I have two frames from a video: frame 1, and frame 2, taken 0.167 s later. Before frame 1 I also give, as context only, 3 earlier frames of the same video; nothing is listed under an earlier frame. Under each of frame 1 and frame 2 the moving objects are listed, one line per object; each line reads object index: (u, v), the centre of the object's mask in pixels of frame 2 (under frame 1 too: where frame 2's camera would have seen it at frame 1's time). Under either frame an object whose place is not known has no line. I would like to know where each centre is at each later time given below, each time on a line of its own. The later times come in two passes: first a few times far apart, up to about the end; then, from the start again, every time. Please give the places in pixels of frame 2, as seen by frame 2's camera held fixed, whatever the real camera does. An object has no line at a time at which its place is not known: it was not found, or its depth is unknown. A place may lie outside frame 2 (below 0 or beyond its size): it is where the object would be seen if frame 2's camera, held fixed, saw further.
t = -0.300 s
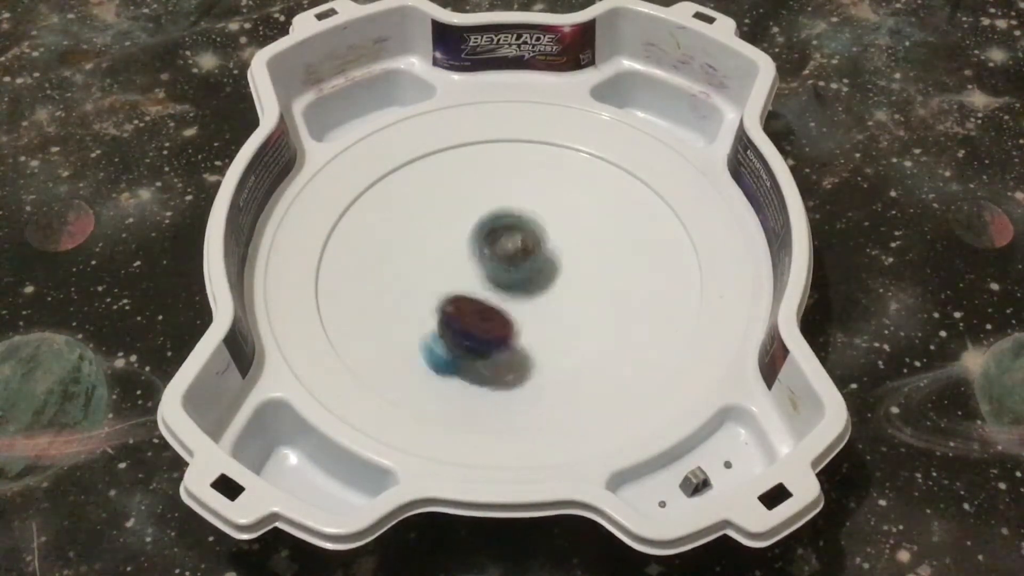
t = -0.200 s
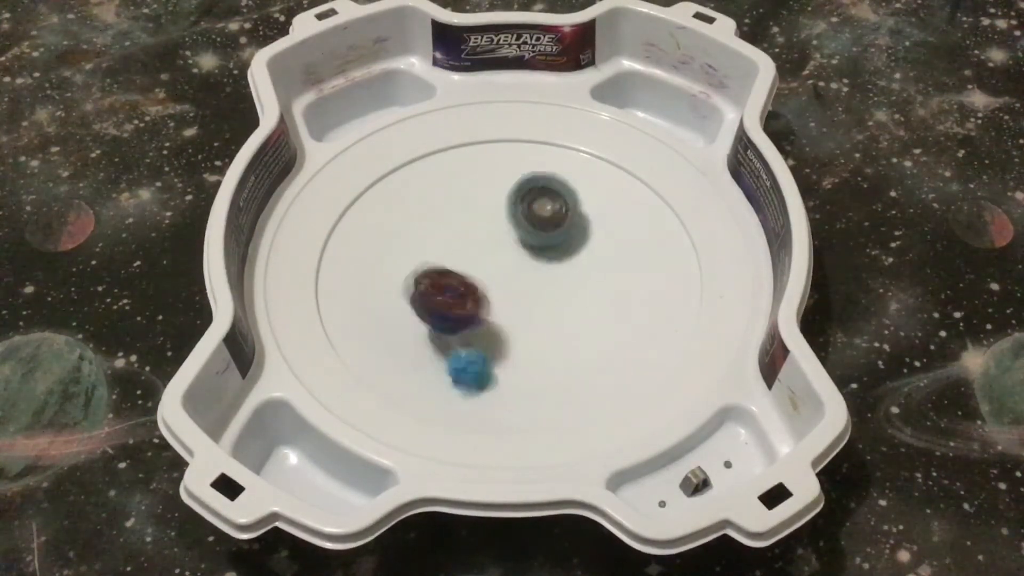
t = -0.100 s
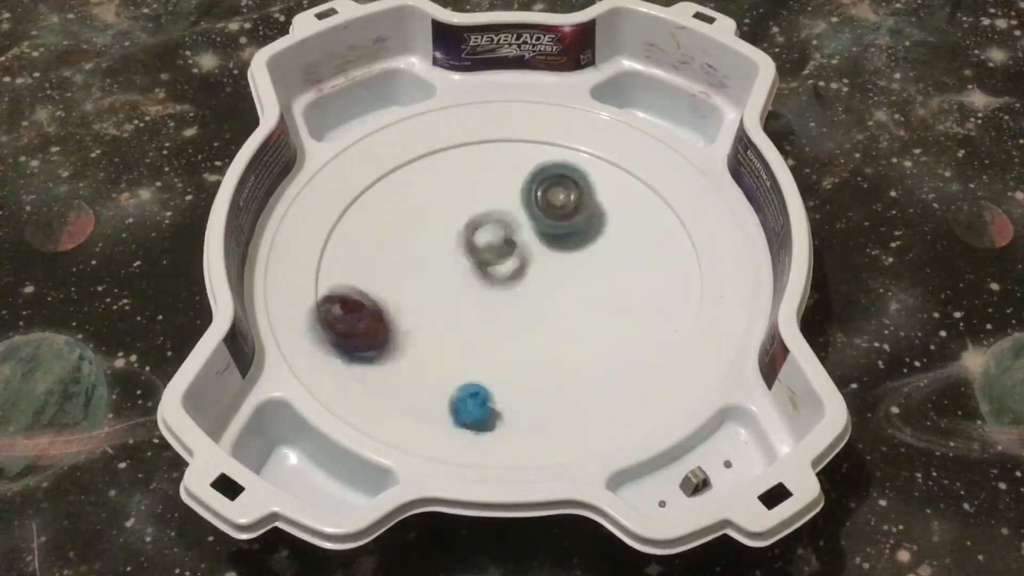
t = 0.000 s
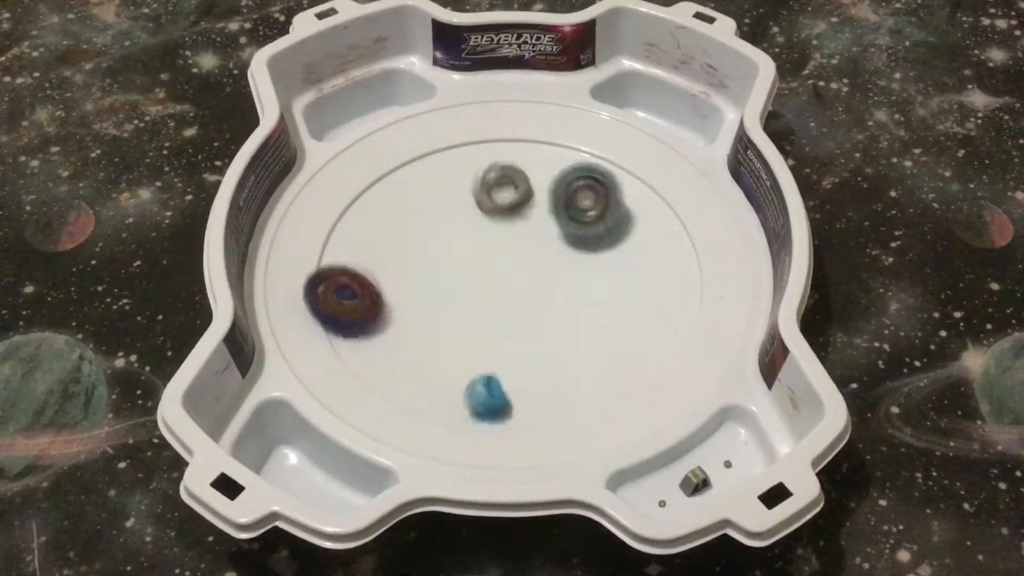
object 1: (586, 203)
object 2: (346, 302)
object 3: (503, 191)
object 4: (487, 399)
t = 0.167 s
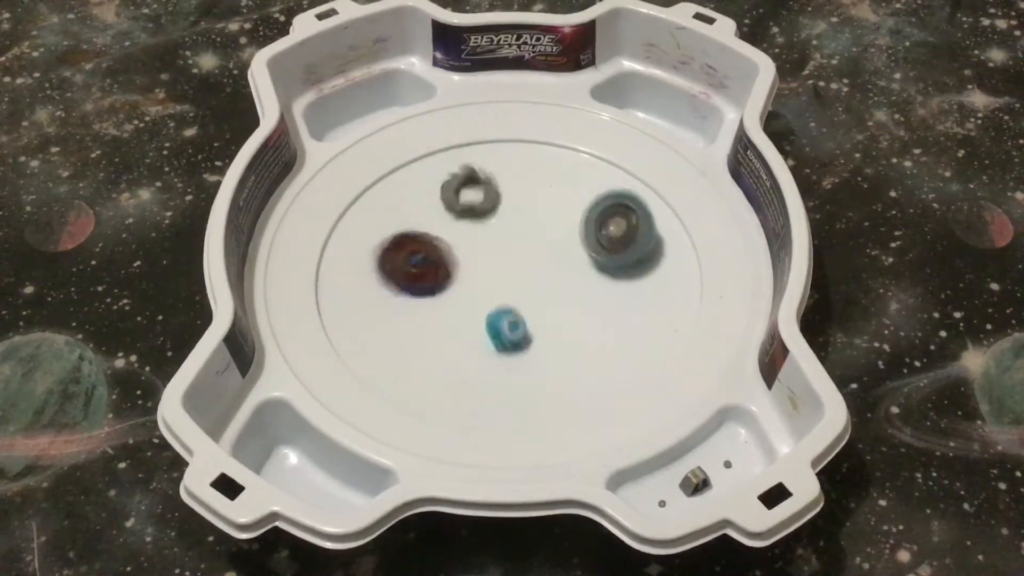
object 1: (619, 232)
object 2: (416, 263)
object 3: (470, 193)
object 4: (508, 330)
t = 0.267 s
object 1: (620, 252)
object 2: (416, 272)
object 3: (512, 219)
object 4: (510, 293)
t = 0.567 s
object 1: (545, 330)
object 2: (418, 293)
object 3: (550, 241)
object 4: (517, 270)
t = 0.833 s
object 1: (445, 339)
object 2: (417, 290)
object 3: (551, 241)
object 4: (517, 269)
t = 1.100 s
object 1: (424, 295)
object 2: (451, 255)
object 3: (550, 241)
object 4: (517, 269)
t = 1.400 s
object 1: (470, 270)
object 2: (493, 226)
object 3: (553, 241)
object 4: (523, 271)
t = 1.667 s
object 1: (523, 284)
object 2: (484, 234)
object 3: (556, 233)
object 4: (586, 296)
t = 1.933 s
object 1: (523, 299)
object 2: (486, 237)
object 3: (552, 242)
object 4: (585, 300)
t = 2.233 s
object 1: (524, 266)
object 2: (478, 232)
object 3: (561, 235)
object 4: (585, 300)
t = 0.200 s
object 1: (622, 241)
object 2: (434, 259)
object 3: (470, 209)
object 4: (508, 315)
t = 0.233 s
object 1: (621, 247)
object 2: (425, 265)
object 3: (491, 214)
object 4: (509, 303)
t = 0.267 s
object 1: (620, 252)
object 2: (416, 272)
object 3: (512, 219)
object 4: (510, 293)
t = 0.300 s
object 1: (618, 261)
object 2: (413, 279)
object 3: (528, 225)
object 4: (511, 285)
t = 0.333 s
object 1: (615, 269)
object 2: (414, 286)
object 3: (539, 231)
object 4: (511, 280)
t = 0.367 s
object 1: (609, 278)
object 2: (416, 291)
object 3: (546, 236)
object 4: (511, 276)
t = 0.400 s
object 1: (603, 287)
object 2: (418, 293)
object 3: (549, 240)
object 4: (512, 272)
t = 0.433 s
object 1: (594, 298)
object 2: (418, 293)
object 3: (550, 241)
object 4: (515, 270)
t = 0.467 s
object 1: (584, 307)
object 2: (418, 293)
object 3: (550, 241)
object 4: (517, 269)
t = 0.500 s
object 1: (572, 315)
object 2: (418, 293)
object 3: (551, 241)
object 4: (518, 269)
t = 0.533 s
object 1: (559, 324)
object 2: (418, 293)
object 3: (550, 241)
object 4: (517, 269)
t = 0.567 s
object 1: (545, 330)
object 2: (418, 293)
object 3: (550, 241)
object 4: (517, 270)
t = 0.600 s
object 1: (530, 337)
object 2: (418, 293)
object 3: (550, 241)
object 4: (517, 269)
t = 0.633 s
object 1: (515, 341)
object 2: (418, 293)
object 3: (550, 241)
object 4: (518, 269)
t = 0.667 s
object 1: (500, 345)
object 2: (418, 293)
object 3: (550, 241)
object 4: (518, 269)
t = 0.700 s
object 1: (487, 346)
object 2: (418, 293)
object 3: (550, 241)
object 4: (518, 269)
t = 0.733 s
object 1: (474, 347)
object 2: (418, 293)
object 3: (550, 241)
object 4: (517, 269)
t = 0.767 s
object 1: (462, 345)
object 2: (418, 293)
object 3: (550, 241)
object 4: (517, 269)
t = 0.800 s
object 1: (452, 343)
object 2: (417, 291)
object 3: (550, 241)
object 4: (517, 269)
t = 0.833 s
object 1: (445, 339)
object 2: (417, 290)
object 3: (551, 241)
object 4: (517, 269)
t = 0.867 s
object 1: (437, 335)
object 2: (417, 287)
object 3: (551, 241)
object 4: (517, 269)
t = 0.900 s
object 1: (433, 329)
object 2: (416, 284)
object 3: (550, 241)
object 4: (517, 269)
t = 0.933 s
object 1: (426, 324)
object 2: (423, 277)
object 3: (550, 241)
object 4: (517, 269)
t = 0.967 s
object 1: (422, 322)
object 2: (430, 270)
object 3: (550, 241)
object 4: (517, 269)
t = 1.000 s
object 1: (422, 318)
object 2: (437, 264)
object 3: (550, 241)
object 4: (517, 269)
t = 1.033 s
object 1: (421, 312)
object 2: (442, 261)
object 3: (550, 241)
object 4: (517, 269)
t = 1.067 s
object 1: (423, 304)
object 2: (445, 258)
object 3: (550, 241)
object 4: (517, 269)
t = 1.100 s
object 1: (424, 295)
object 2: (451, 255)
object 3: (550, 241)
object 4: (517, 269)
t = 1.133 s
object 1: (419, 290)
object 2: (462, 251)
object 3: (550, 241)
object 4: (517, 269)
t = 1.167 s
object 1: (422, 284)
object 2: (471, 247)
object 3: (550, 241)
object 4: (517, 269)
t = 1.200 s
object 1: (426, 279)
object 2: (478, 244)
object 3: (550, 241)
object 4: (519, 270)
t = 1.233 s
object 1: (431, 273)
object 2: (481, 244)
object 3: (550, 241)
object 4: (519, 271)
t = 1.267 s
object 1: (437, 270)
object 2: (485, 241)
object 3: (550, 241)
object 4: (519, 271)
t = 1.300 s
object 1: (445, 267)
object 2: (489, 238)
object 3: (551, 241)
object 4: (520, 271)
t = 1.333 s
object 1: (451, 266)
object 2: (491, 235)
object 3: (551, 241)
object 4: (520, 271)
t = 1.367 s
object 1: (460, 266)
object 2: (494, 230)
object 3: (552, 241)
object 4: (522, 271)
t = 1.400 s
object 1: (470, 270)
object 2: (493, 226)
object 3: (553, 241)
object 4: (523, 271)
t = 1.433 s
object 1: (477, 272)
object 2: (491, 224)
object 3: (553, 240)
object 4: (531, 274)
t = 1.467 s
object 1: (480, 269)
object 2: (489, 224)
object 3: (552, 241)
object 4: (546, 282)
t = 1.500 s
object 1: (487, 270)
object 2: (486, 224)
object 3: (552, 241)
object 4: (557, 287)
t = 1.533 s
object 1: (494, 273)
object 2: (483, 226)
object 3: (552, 242)
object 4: (563, 291)
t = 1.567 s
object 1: (505, 277)
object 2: (482, 230)
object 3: (553, 241)
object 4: (567, 293)
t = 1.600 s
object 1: (513, 279)
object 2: (482, 231)
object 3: (555, 240)
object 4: (572, 294)
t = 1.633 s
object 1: (518, 281)
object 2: (483, 233)
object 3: (555, 239)
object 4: (580, 296)
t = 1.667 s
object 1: (523, 284)
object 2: (484, 234)
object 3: (556, 233)
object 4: (586, 296)
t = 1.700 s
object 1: (527, 287)
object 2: (485, 236)
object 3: (554, 238)
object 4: (588, 297)
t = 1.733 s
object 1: (529, 290)
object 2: (486, 237)
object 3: (554, 239)
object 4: (588, 299)
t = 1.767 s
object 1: (530, 293)
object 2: (486, 237)
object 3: (553, 240)
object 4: (586, 301)
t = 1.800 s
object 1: (531, 295)
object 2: (486, 237)
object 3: (552, 241)
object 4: (587, 301)
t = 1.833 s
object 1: (529, 297)
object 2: (486, 237)
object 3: (552, 241)
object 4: (588, 302)
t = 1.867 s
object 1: (527, 299)
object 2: (486, 237)
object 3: (552, 242)
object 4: (587, 301)
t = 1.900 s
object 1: (524, 299)
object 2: (486, 237)
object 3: (552, 242)
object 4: (586, 300)
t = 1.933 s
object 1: (523, 299)
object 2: (486, 237)
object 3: (552, 242)
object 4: (585, 300)
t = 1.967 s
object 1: (520, 298)
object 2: (486, 237)
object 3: (552, 242)
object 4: (586, 300)
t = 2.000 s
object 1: (517, 295)
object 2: (486, 236)
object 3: (552, 242)
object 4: (586, 300)
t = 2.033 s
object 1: (517, 292)
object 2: (485, 235)
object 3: (552, 242)
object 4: (586, 300)
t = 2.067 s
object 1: (518, 289)
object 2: (484, 234)
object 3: (553, 241)
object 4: (586, 300)
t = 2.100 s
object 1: (517, 286)
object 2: (484, 233)
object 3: (553, 241)
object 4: (585, 300)
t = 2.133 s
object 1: (520, 283)
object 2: (483, 232)
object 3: (555, 240)
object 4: (585, 300)
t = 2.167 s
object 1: (521, 278)
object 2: (481, 232)
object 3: (558, 234)
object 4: (585, 300)
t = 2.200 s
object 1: (522, 272)
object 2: (480, 232)
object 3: (560, 234)
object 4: (585, 300)
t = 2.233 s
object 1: (524, 266)
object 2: (478, 232)
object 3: (561, 235)
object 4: (585, 300)
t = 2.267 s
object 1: (527, 265)
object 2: (478, 233)
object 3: (562, 235)
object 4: (586, 301)
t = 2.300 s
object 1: (526, 259)
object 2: (477, 233)
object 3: (564, 236)
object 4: (585, 300)
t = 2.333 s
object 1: (525, 258)
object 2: (477, 233)
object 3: (564, 236)
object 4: (586, 301)
